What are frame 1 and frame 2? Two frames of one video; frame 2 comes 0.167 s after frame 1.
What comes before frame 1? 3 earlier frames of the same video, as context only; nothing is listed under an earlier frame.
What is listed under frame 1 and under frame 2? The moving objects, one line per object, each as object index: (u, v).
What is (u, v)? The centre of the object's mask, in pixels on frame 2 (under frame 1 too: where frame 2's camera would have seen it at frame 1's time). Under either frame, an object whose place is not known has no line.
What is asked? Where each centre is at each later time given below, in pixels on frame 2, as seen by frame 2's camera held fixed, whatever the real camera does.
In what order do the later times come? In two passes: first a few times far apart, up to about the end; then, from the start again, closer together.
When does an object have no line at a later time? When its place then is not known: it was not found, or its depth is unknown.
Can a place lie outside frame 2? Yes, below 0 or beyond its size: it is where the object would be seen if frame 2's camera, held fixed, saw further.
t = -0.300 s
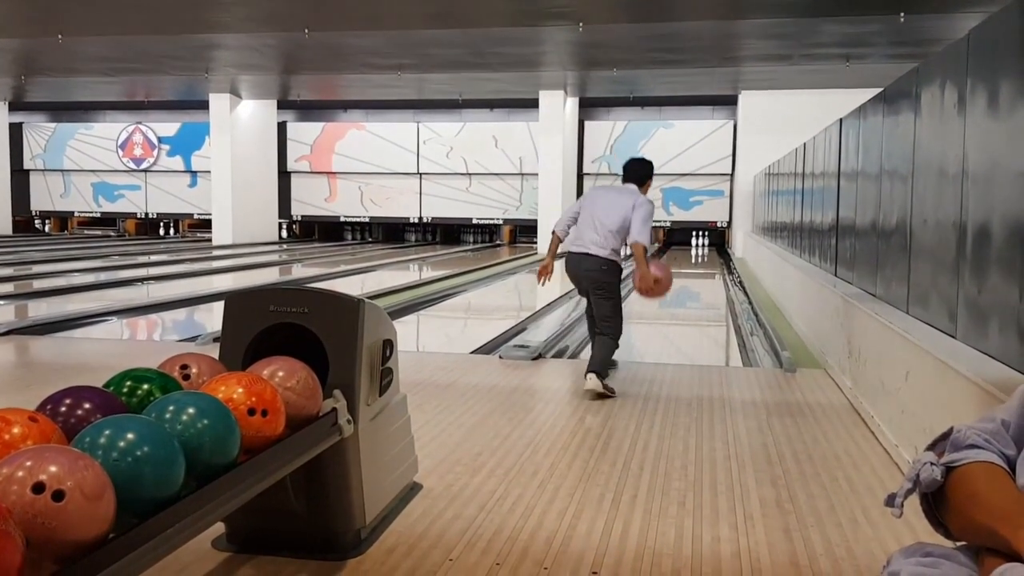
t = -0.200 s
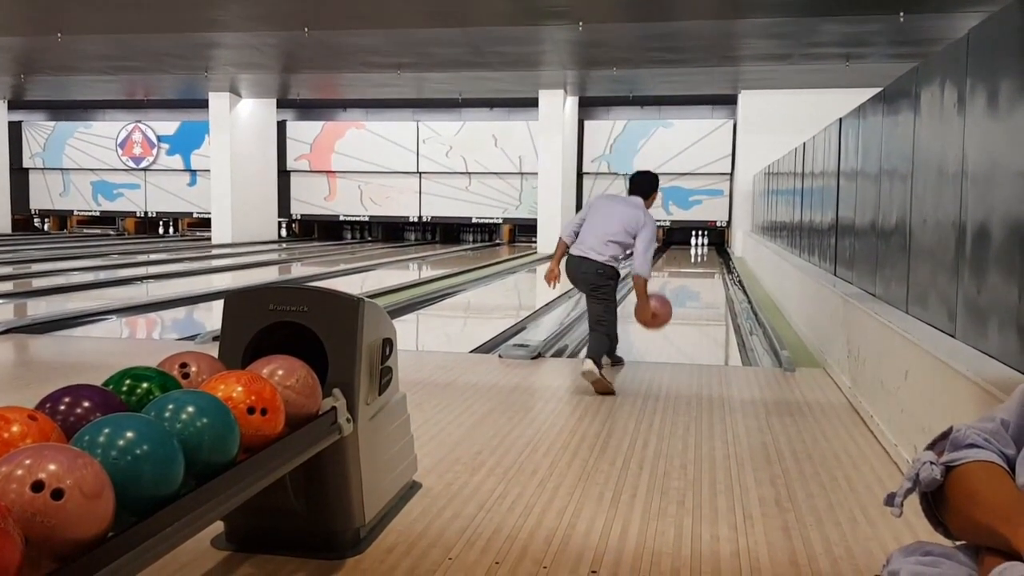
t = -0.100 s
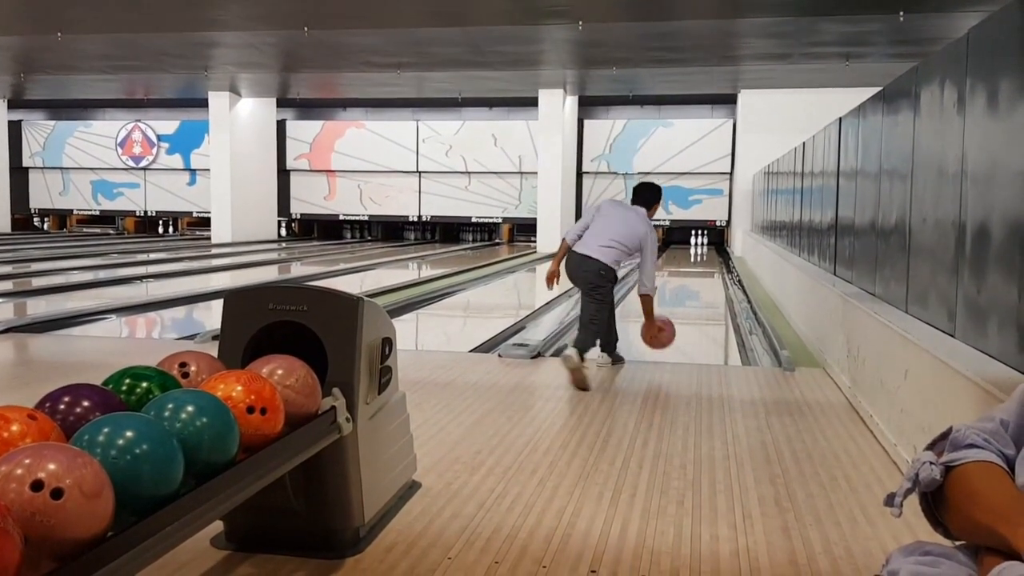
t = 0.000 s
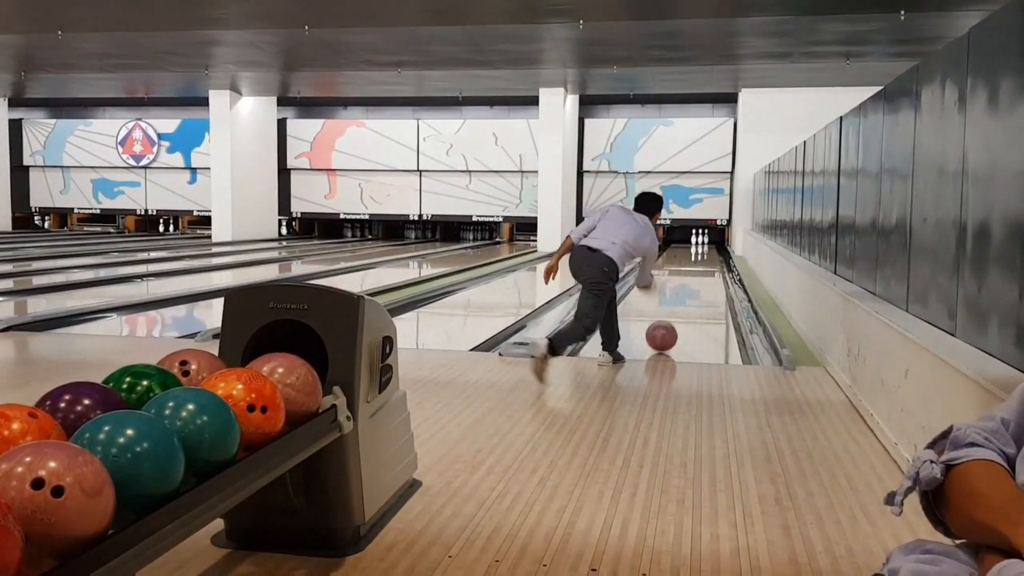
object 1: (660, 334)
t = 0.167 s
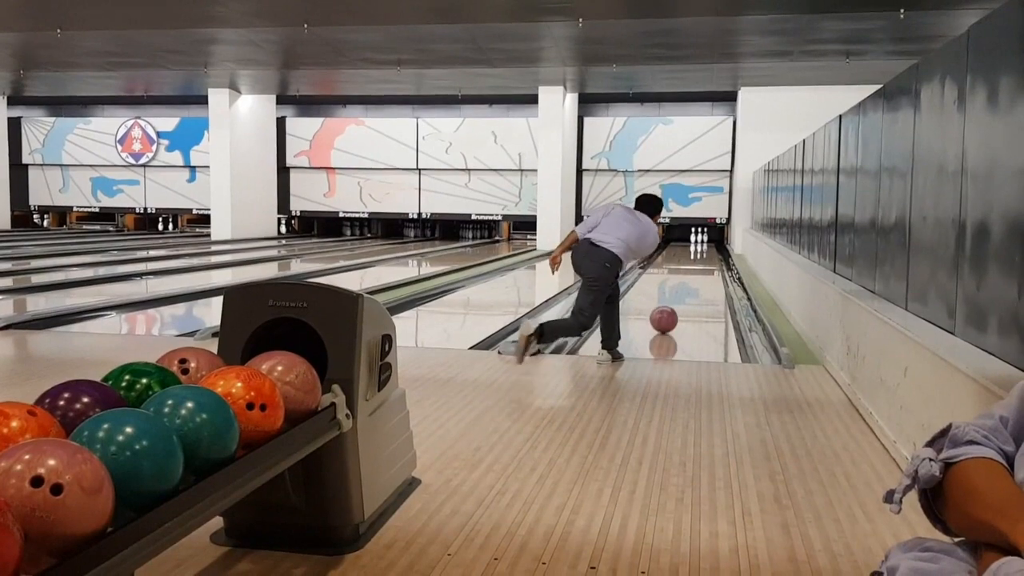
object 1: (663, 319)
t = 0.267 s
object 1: (665, 311)
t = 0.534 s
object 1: (668, 294)
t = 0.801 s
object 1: (671, 283)
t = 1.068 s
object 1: (673, 274)
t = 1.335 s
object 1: (675, 267)
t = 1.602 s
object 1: (677, 261)
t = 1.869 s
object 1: (678, 256)
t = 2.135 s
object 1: (680, 253)
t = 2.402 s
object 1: (681, 249)
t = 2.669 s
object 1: (684, 246)
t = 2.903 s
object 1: (685, 244)
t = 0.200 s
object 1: (664, 316)
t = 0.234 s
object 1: (664, 313)
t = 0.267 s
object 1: (665, 311)
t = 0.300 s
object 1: (665, 309)
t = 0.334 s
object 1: (666, 307)
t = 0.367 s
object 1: (666, 304)
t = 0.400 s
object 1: (667, 302)
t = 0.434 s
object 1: (667, 301)
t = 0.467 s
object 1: (668, 298)
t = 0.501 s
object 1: (668, 296)
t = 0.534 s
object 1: (668, 294)
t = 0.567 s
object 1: (669, 293)
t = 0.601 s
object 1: (669, 291)
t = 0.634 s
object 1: (669, 289)
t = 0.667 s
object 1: (670, 288)
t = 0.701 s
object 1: (670, 287)
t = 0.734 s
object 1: (670, 285)
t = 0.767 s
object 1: (670, 284)
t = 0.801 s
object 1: (671, 283)
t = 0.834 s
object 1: (671, 282)
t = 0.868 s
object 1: (671, 281)
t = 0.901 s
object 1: (672, 280)
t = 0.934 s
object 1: (672, 279)
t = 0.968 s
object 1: (672, 278)
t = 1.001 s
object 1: (673, 277)
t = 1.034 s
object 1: (673, 276)
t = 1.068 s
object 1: (673, 274)
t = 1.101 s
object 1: (674, 273)
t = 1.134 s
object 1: (674, 272)
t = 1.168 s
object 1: (674, 271)
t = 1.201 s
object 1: (674, 270)
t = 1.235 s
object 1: (674, 269)
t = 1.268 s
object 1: (675, 268)
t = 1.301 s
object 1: (675, 267)
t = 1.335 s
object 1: (675, 267)
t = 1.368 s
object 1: (675, 266)
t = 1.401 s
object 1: (675, 266)
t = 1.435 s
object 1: (675, 265)
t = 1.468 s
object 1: (676, 264)
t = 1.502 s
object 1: (676, 263)
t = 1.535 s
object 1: (676, 262)
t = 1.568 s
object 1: (676, 262)
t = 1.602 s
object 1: (677, 261)
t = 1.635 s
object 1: (677, 260)
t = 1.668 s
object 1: (677, 260)
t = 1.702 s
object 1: (677, 259)
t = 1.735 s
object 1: (677, 259)
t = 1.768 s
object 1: (677, 259)
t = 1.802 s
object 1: (678, 258)
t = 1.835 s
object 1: (678, 257)
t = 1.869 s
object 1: (678, 256)
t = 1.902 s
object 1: (678, 256)
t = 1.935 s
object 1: (678, 255)
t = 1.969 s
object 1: (679, 255)
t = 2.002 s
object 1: (679, 254)
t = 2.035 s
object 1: (679, 254)
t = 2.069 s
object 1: (679, 254)
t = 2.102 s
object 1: (680, 253)
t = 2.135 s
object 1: (680, 253)
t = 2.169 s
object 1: (680, 252)
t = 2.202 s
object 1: (680, 252)
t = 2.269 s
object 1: (680, 251)
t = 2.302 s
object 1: (681, 250)
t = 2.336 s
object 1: (681, 250)
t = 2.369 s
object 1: (681, 249)
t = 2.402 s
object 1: (681, 249)
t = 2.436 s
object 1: (682, 249)
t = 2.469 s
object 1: (682, 248)
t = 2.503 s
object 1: (683, 248)
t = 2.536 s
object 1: (683, 248)
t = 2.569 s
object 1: (683, 247)
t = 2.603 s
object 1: (683, 247)
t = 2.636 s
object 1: (684, 247)
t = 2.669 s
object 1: (684, 246)
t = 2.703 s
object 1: (684, 246)
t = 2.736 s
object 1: (684, 246)
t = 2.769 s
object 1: (685, 245)
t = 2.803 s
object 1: (685, 245)
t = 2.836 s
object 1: (685, 244)
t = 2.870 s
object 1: (685, 244)
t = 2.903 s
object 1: (685, 244)
